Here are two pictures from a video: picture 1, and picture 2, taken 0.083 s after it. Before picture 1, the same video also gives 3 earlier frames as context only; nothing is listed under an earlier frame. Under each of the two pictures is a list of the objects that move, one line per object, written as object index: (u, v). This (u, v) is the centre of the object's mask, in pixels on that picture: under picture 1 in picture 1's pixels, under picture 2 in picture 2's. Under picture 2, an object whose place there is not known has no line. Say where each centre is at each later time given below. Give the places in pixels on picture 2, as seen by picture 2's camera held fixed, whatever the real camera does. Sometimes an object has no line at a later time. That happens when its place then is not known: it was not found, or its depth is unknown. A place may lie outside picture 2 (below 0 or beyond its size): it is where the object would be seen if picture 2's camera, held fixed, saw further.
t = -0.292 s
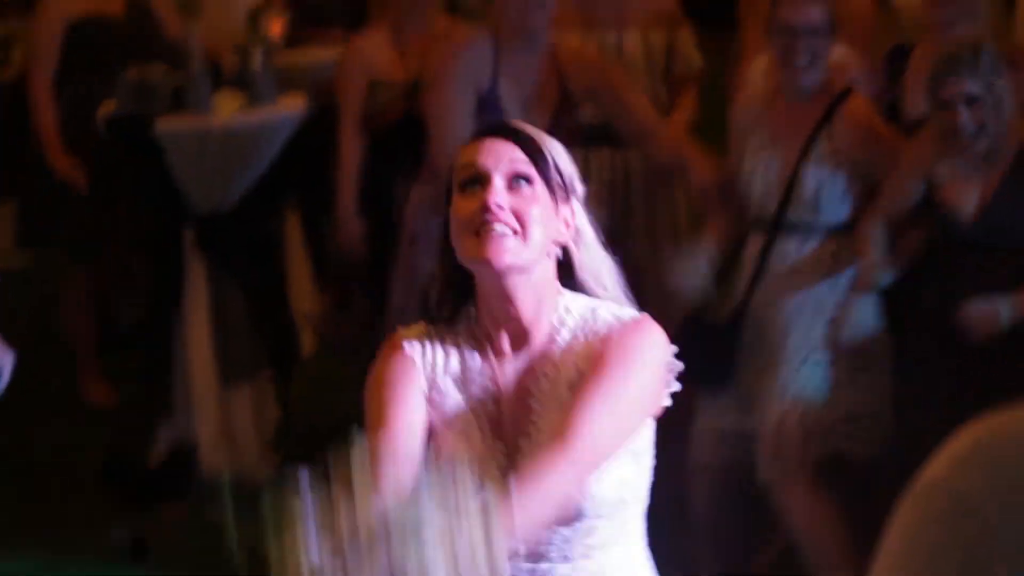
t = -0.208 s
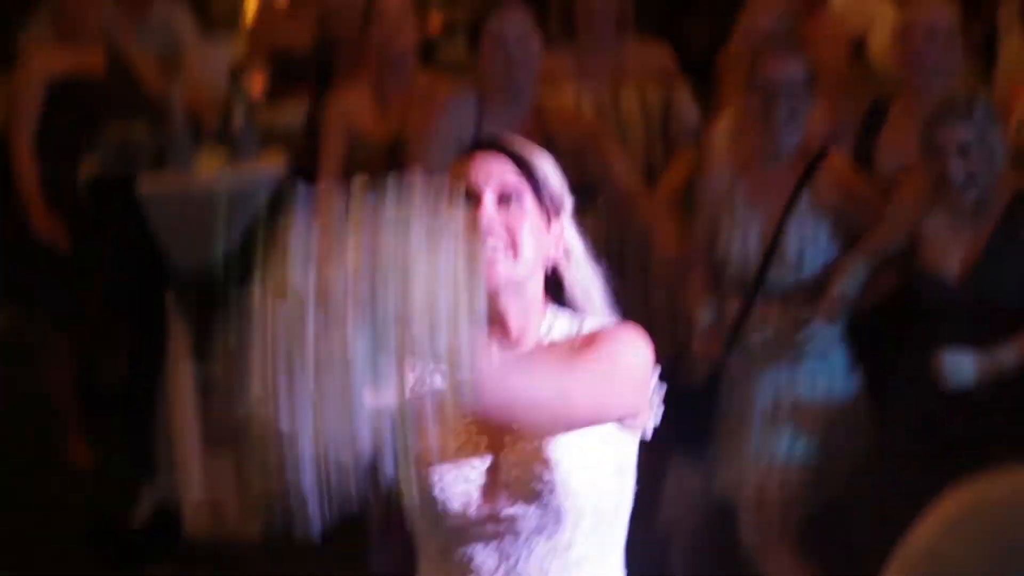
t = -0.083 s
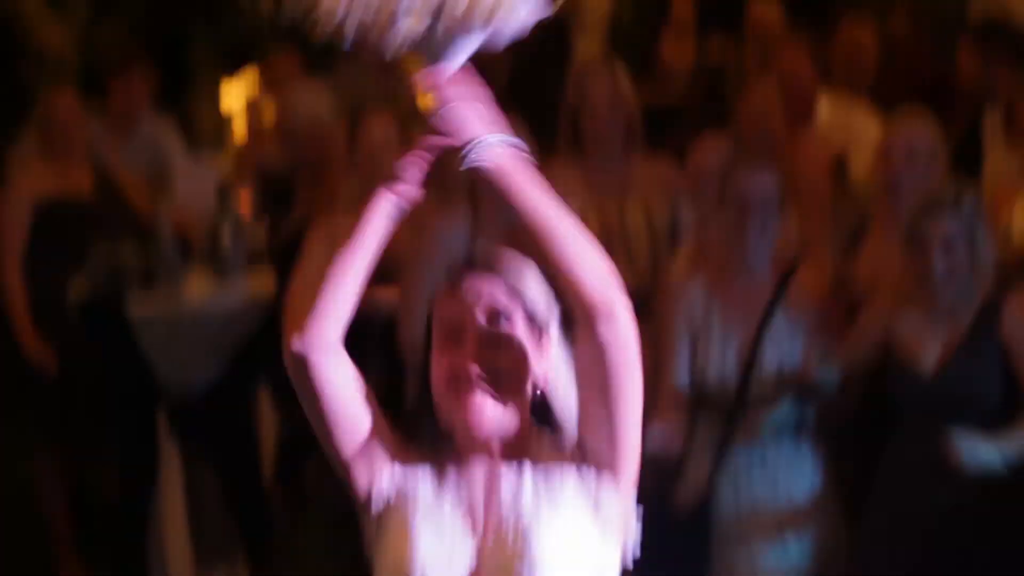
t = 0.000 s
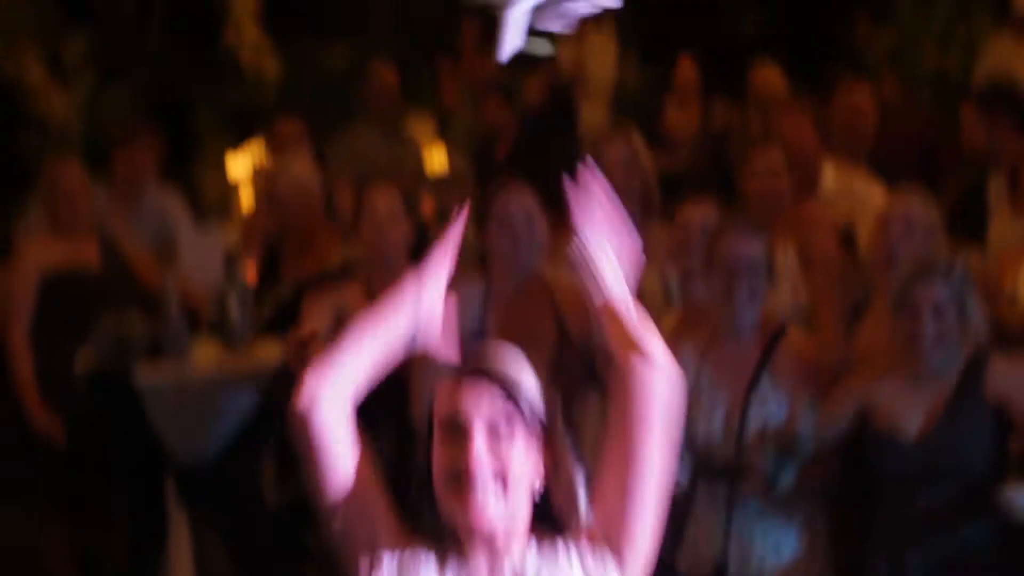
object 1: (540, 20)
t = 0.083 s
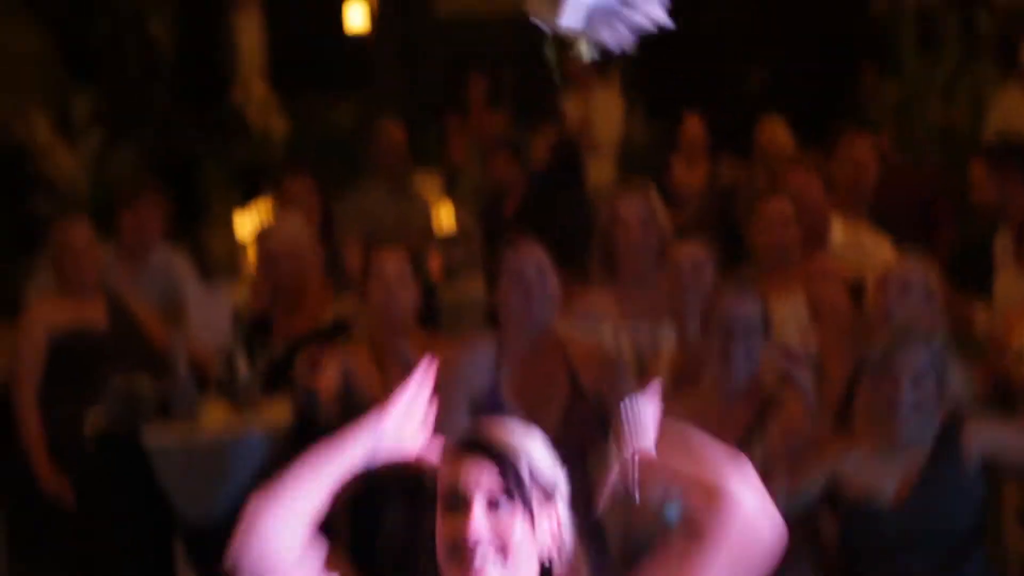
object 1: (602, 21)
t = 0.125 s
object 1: (630, 4)
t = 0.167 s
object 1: (650, -10)
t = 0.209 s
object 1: (667, -6)
